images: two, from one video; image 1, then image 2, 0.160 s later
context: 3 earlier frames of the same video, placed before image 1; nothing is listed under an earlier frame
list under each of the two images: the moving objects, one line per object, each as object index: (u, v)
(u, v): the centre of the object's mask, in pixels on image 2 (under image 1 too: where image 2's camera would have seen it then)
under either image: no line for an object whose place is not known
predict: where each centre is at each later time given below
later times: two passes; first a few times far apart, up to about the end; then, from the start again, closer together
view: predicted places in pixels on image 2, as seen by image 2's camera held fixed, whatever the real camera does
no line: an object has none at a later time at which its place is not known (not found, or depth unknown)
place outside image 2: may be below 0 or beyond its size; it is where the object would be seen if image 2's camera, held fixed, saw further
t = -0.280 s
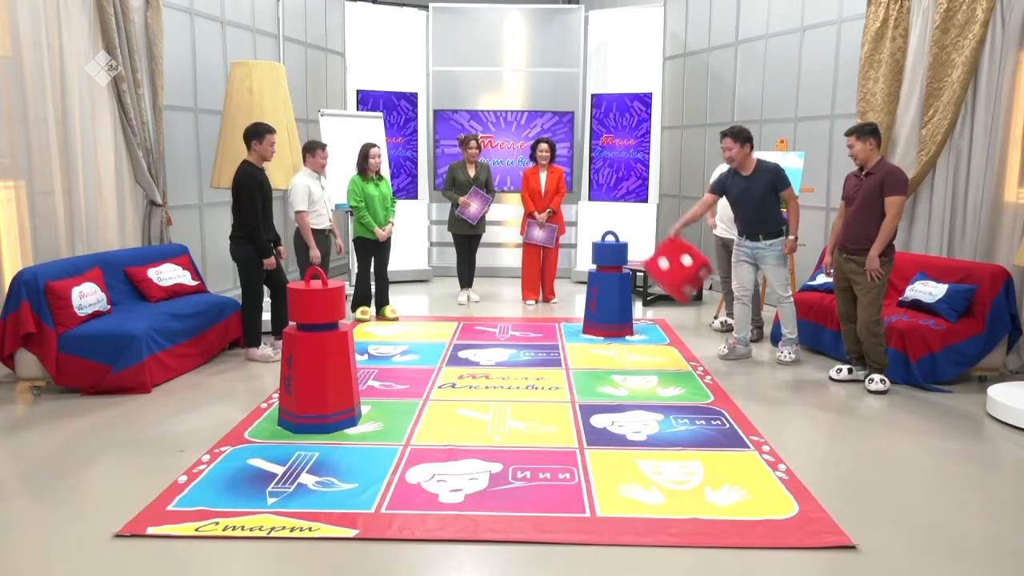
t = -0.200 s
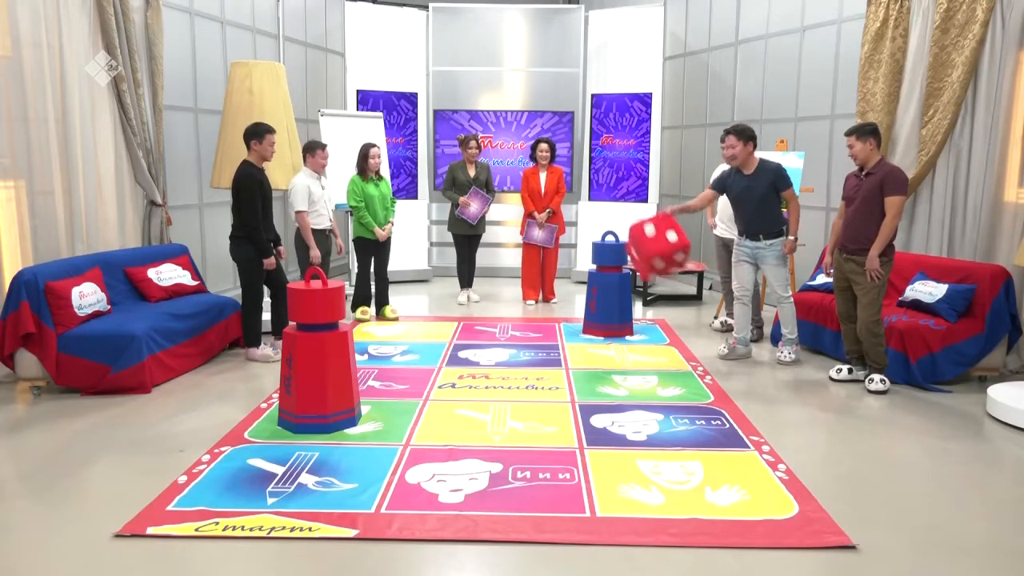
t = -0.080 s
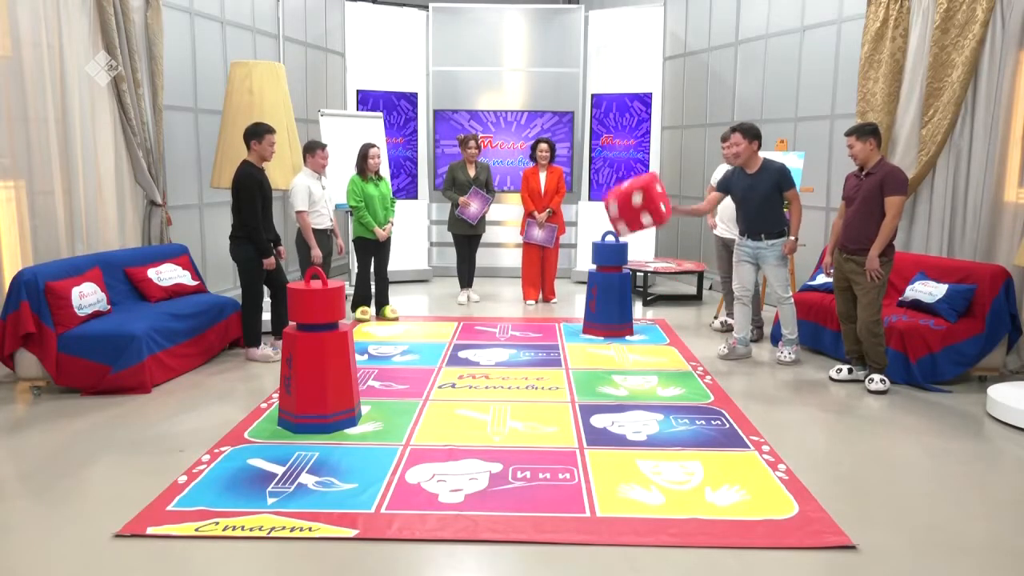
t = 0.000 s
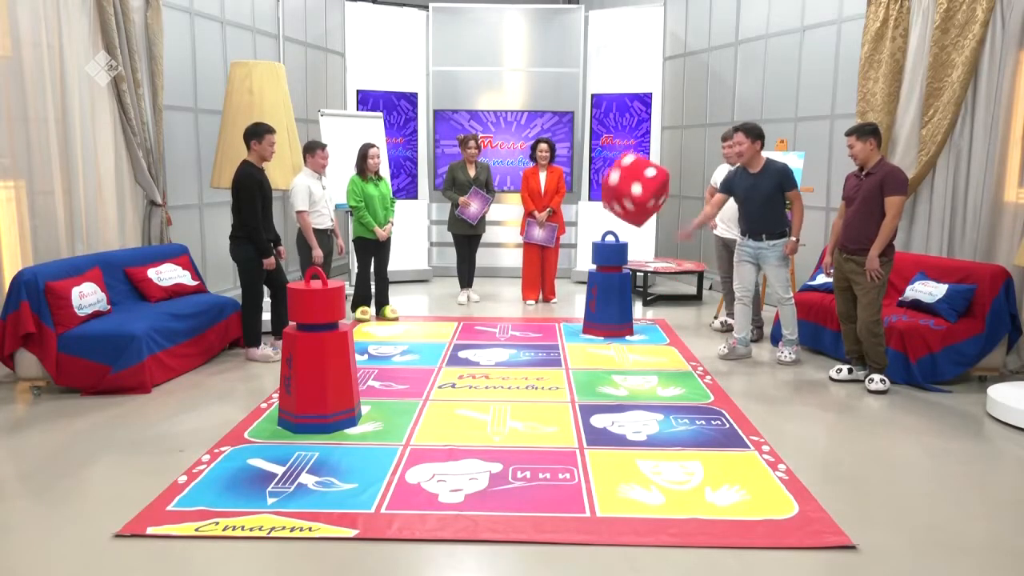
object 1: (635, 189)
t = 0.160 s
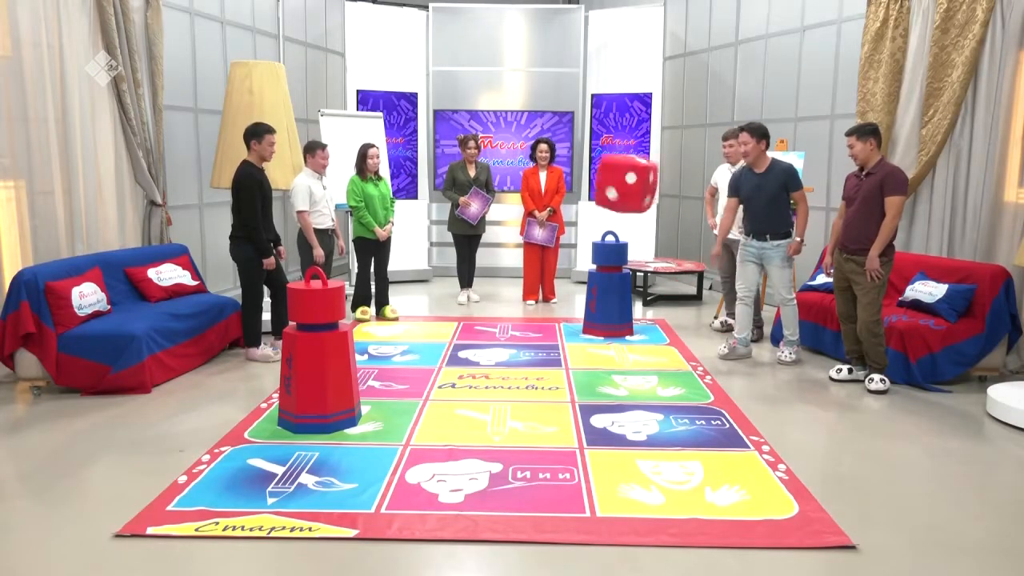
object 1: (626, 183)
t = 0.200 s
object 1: (624, 187)
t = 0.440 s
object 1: (608, 258)
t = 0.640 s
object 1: (592, 349)
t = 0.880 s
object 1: (580, 321)
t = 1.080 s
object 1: (564, 336)
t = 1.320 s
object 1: (538, 336)
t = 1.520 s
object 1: (524, 334)
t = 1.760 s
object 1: (526, 335)
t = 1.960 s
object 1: (538, 340)
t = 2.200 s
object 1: (543, 343)
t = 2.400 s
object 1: (544, 343)
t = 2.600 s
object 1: (544, 343)
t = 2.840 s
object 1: (544, 343)
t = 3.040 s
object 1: (544, 343)
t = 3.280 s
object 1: (544, 344)
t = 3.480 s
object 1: (544, 343)
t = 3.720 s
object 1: (544, 343)
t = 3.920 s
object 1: (544, 344)
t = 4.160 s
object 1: (544, 344)
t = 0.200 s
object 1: (624, 187)
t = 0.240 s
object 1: (622, 193)
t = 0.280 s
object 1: (619, 202)
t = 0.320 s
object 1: (616, 212)
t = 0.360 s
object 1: (613, 224)
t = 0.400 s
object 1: (610, 241)
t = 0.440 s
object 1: (608, 258)
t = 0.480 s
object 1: (605, 276)
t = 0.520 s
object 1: (603, 299)
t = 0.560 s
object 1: (598, 318)
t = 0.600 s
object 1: (594, 345)
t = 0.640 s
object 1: (592, 349)
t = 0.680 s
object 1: (591, 338)
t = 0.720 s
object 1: (588, 331)
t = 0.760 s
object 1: (587, 325)
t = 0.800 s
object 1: (585, 322)
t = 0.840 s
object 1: (582, 321)
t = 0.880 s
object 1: (580, 321)
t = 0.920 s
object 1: (577, 324)
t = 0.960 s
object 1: (575, 329)
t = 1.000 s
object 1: (572, 336)
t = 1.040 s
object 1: (567, 339)
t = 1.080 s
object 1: (564, 336)
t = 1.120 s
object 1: (560, 334)
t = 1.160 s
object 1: (555, 333)
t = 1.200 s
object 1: (551, 334)
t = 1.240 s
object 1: (547, 337)
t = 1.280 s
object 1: (542, 338)
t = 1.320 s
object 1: (538, 336)
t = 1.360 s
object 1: (533, 336)
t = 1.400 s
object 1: (530, 336)
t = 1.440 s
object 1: (527, 335)
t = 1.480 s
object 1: (526, 334)
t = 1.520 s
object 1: (524, 334)
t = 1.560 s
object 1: (524, 334)
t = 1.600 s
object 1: (523, 334)
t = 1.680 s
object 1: (524, 334)
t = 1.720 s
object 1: (525, 335)
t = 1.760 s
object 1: (526, 335)
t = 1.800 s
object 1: (528, 335)
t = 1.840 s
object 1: (530, 335)
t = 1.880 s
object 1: (532, 336)
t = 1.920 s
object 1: (535, 338)
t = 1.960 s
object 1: (538, 340)
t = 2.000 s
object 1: (541, 343)
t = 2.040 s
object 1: (543, 342)
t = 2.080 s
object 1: (543, 342)
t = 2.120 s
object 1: (543, 342)
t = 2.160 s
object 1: (543, 342)
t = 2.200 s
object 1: (543, 343)
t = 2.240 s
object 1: (544, 343)
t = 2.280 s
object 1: (544, 343)
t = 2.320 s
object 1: (544, 343)
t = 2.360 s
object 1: (544, 343)
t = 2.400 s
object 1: (544, 343)
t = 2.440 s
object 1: (544, 344)
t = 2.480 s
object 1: (544, 343)
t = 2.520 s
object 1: (544, 343)
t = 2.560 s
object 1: (544, 343)
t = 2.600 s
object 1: (544, 343)
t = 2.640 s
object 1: (544, 343)
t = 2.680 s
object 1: (544, 343)
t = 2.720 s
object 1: (544, 343)
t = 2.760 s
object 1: (544, 343)
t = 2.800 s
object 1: (544, 343)
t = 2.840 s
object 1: (544, 343)
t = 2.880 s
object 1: (544, 343)
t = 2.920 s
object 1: (544, 343)
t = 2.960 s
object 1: (544, 343)
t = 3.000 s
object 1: (544, 343)
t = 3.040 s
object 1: (544, 343)
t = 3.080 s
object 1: (544, 343)
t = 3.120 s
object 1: (544, 343)
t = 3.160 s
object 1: (544, 343)
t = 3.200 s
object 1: (544, 344)
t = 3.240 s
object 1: (544, 344)
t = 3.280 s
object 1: (544, 344)
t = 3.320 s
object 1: (544, 344)
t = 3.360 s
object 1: (544, 344)
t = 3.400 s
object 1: (544, 343)
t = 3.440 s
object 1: (544, 344)
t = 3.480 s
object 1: (544, 343)
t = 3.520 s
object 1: (544, 343)
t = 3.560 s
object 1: (544, 344)
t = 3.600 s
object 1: (544, 343)
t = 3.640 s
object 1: (544, 343)
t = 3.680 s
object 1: (544, 344)
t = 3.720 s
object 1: (544, 343)
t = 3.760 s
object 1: (544, 343)
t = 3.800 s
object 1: (544, 343)
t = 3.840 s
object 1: (544, 344)
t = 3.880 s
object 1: (544, 344)
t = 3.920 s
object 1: (544, 344)
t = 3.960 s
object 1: (544, 343)
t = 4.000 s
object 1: (544, 343)
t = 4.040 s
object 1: (544, 343)
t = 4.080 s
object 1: (544, 343)
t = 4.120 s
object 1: (544, 343)
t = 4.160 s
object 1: (544, 344)
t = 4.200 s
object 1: (544, 343)
